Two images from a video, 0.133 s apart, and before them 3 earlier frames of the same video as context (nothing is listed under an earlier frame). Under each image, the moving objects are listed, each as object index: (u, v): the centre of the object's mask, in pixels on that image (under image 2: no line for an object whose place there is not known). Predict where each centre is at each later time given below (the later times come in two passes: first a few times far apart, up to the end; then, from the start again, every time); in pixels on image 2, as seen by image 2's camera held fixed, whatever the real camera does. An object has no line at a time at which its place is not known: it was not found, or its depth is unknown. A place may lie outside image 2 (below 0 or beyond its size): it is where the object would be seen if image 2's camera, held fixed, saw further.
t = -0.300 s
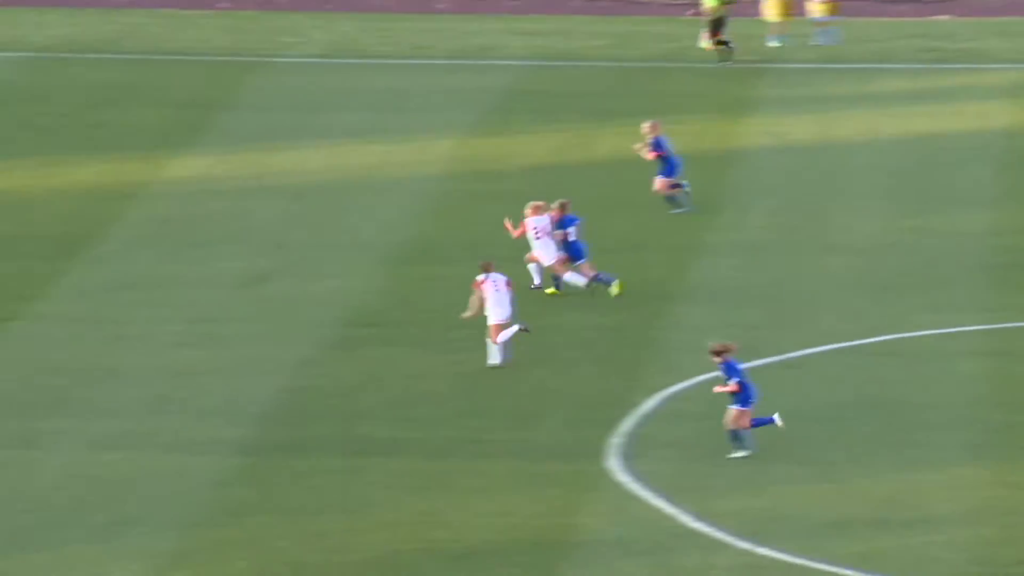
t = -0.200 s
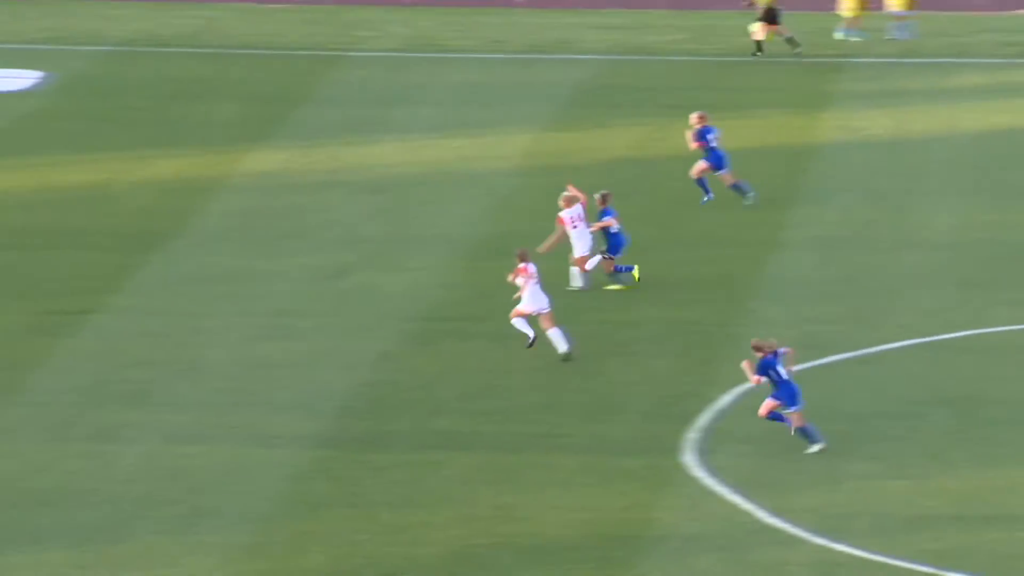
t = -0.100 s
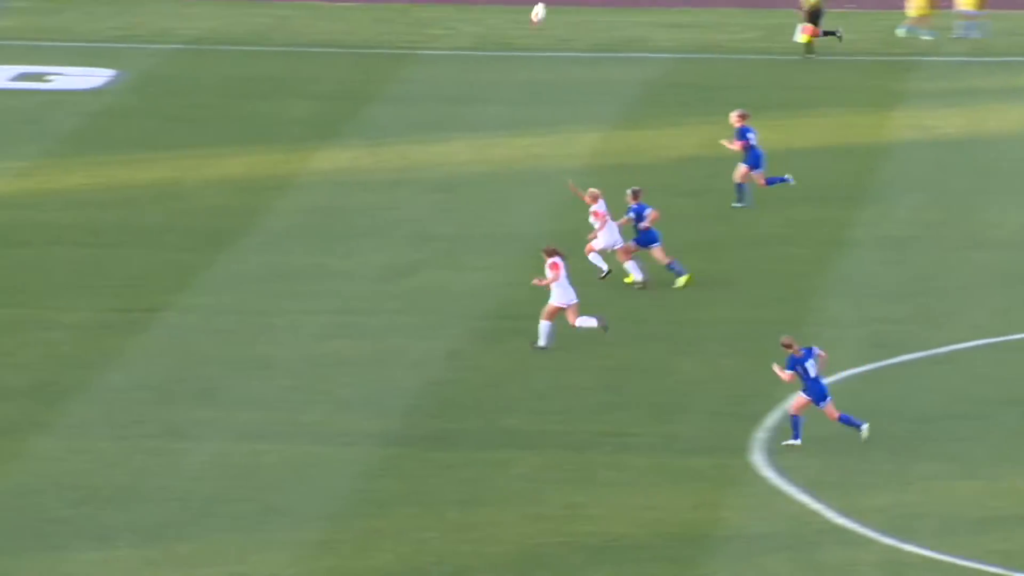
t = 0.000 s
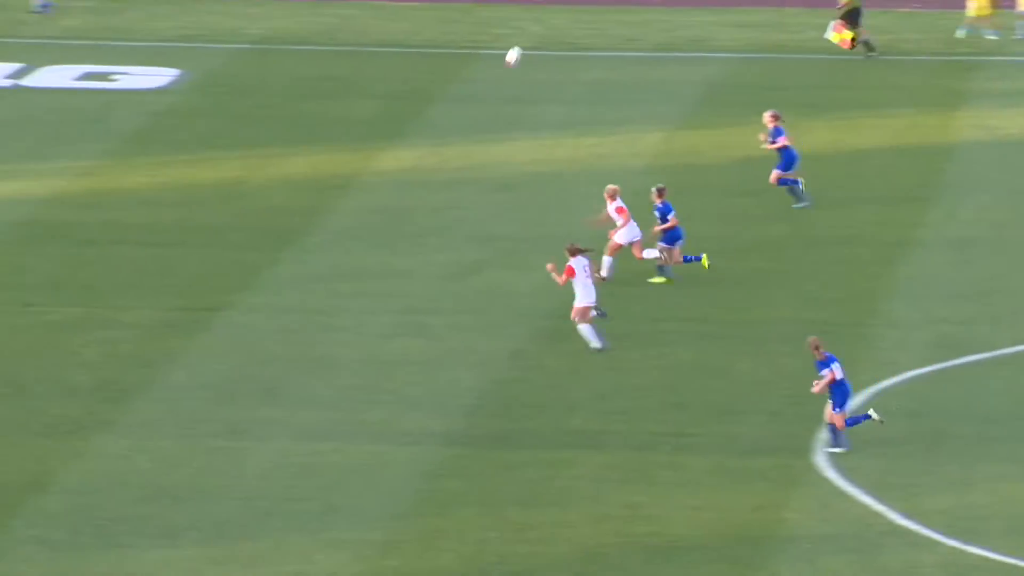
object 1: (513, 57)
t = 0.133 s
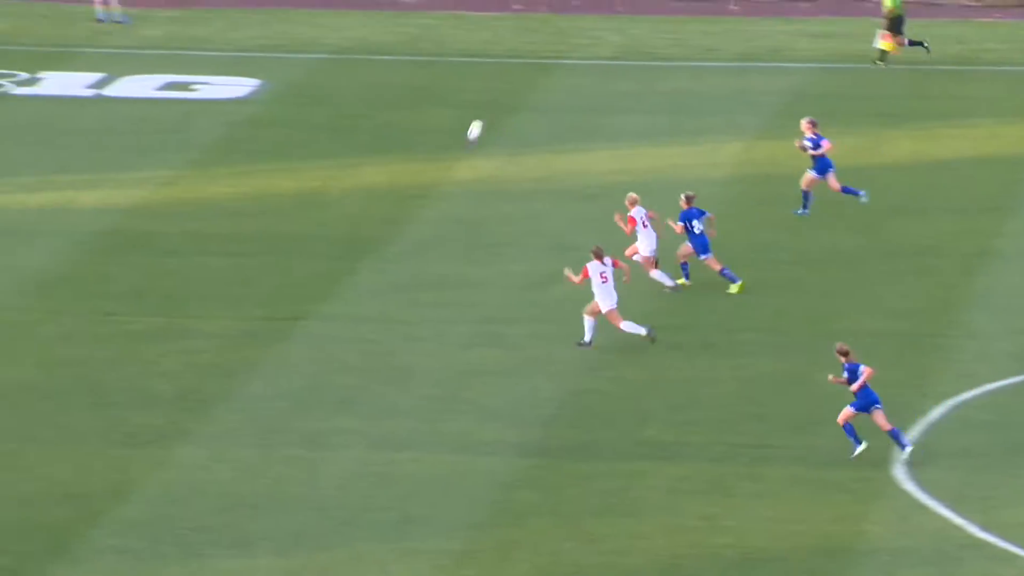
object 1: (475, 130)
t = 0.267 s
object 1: (360, 202)
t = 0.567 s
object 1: (223, 141)
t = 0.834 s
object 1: (113, 105)
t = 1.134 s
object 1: (-7, 119)
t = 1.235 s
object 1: (-47, 137)
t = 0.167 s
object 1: (446, 147)
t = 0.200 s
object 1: (418, 165)
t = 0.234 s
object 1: (388, 184)
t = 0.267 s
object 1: (360, 202)
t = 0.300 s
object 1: (332, 219)
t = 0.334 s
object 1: (318, 210)
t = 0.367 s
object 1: (304, 198)
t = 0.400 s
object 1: (291, 186)
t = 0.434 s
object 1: (277, 176)
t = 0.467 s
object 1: (263, 166)
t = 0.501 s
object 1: (250, 157)
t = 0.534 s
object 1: (236, 149)
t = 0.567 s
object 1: (223, 141)
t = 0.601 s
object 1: (209, 134)
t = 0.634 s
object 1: (196, 128)
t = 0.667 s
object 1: (181, 122)
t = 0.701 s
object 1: (167, 117)
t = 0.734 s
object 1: (154, 113)
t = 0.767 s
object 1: (140, 110)
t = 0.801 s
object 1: (127, 107)
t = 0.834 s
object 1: (113, 105)
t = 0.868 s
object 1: (99, 104)
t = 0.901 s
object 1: (86, 103)
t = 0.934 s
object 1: (72, 103)
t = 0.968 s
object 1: (59, 104)
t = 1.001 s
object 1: (45, 105)
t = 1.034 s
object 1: (32, 108)
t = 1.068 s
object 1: (19, 110)
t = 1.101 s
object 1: (5, 114)
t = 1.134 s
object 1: (-7, 119)
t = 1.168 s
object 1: (-21, 124)
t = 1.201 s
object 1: (-34, 130)
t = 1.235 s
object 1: (-47, 137)
